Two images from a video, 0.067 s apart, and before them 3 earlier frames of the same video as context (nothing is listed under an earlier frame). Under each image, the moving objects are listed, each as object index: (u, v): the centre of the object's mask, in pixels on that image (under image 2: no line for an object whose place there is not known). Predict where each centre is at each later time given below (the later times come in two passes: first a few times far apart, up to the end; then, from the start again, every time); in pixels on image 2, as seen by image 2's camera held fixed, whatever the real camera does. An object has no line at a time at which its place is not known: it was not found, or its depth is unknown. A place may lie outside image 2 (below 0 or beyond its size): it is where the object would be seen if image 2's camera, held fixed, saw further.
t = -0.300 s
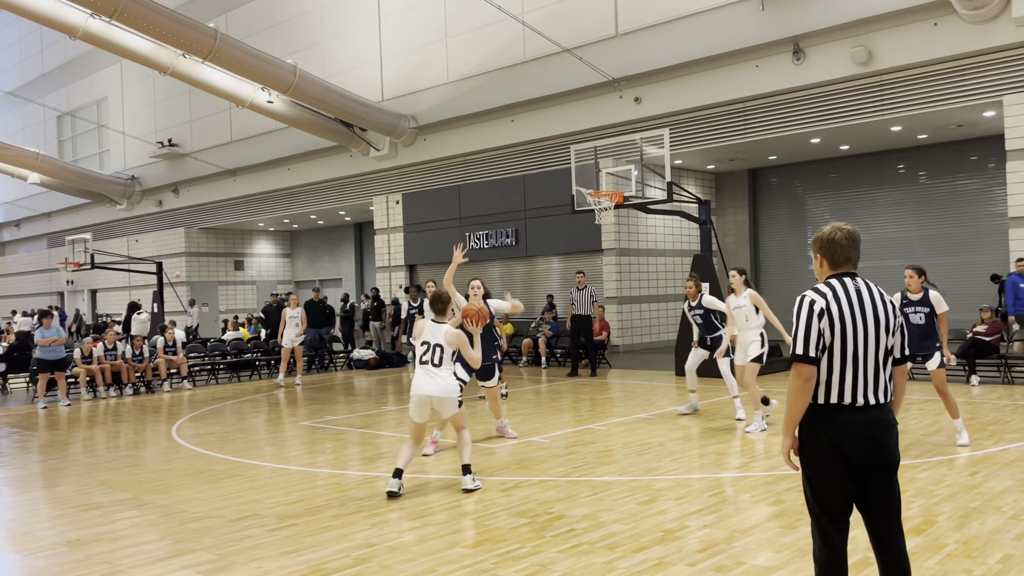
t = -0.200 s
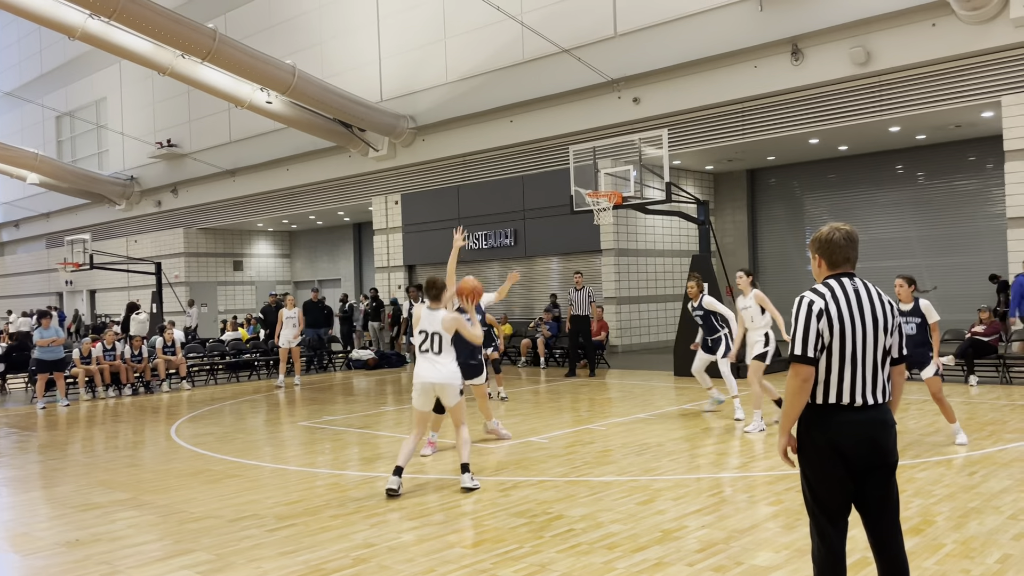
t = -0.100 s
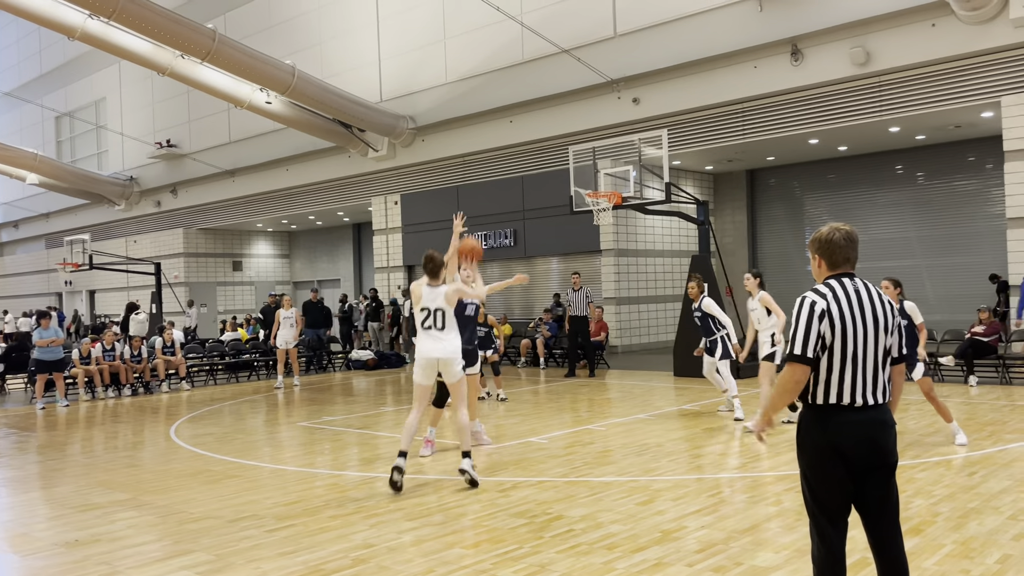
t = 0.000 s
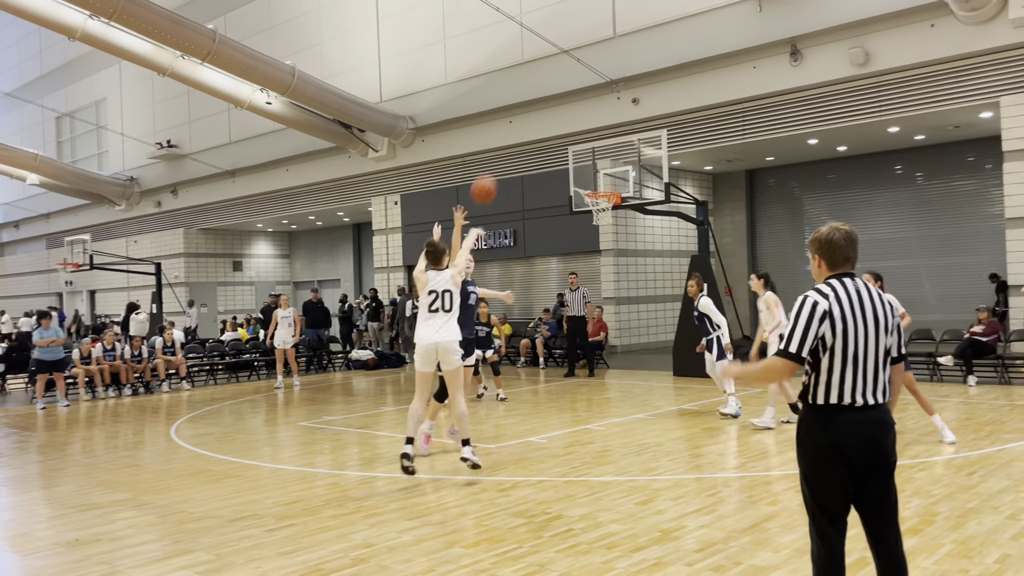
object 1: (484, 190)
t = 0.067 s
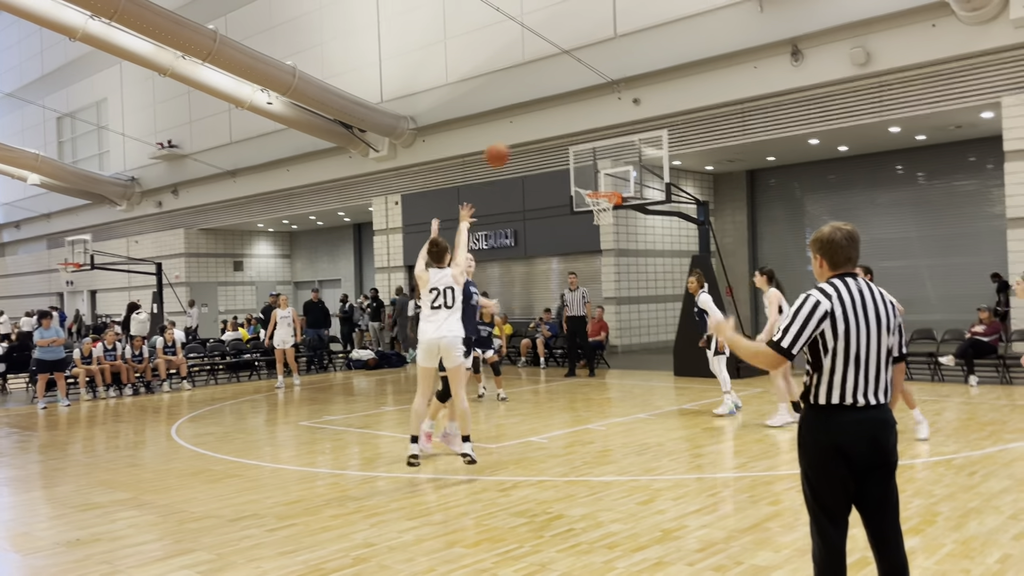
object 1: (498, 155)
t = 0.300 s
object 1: (534, 83)
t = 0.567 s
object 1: (568, 74)
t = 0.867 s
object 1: (599, 125)
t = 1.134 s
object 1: (622, 174)
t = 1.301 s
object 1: (618, 149)
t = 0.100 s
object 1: (503, 139)
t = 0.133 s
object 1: (509, 125)
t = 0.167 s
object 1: (514, 114)
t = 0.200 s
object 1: (520, 105)
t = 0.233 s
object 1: (525, 96)
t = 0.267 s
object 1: (529, 89)
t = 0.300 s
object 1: (534, 83)
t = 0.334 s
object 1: (539, 78)
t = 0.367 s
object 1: (543, 75)
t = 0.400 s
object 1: (547, 72)
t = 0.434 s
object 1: (552, 71)
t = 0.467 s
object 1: (556, 70)
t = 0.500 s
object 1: (560, 71)
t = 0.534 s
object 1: (564, 72)
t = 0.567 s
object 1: (568, 74)
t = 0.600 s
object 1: (572, 77)
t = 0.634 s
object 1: (576, 81)
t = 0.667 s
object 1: (579, 85)
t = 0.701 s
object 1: (583, 90)
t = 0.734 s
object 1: (586, 95)
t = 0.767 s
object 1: (589, 102)
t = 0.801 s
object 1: (592, 110)
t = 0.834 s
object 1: (596, 117)
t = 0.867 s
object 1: (599, 125)
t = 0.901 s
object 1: (602, 133)
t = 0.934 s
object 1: (605, 142)
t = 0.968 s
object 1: (608, 152)
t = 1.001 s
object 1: (611, 162)
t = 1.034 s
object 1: (614, 173)
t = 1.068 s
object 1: (617, 184)
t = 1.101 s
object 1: (619, 181)
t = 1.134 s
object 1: (622, 174)
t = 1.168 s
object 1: (624, 167)
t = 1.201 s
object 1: (624, 162)
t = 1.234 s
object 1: (622, 157)
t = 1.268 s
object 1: (620, 152)
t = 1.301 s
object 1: (618, 149)
